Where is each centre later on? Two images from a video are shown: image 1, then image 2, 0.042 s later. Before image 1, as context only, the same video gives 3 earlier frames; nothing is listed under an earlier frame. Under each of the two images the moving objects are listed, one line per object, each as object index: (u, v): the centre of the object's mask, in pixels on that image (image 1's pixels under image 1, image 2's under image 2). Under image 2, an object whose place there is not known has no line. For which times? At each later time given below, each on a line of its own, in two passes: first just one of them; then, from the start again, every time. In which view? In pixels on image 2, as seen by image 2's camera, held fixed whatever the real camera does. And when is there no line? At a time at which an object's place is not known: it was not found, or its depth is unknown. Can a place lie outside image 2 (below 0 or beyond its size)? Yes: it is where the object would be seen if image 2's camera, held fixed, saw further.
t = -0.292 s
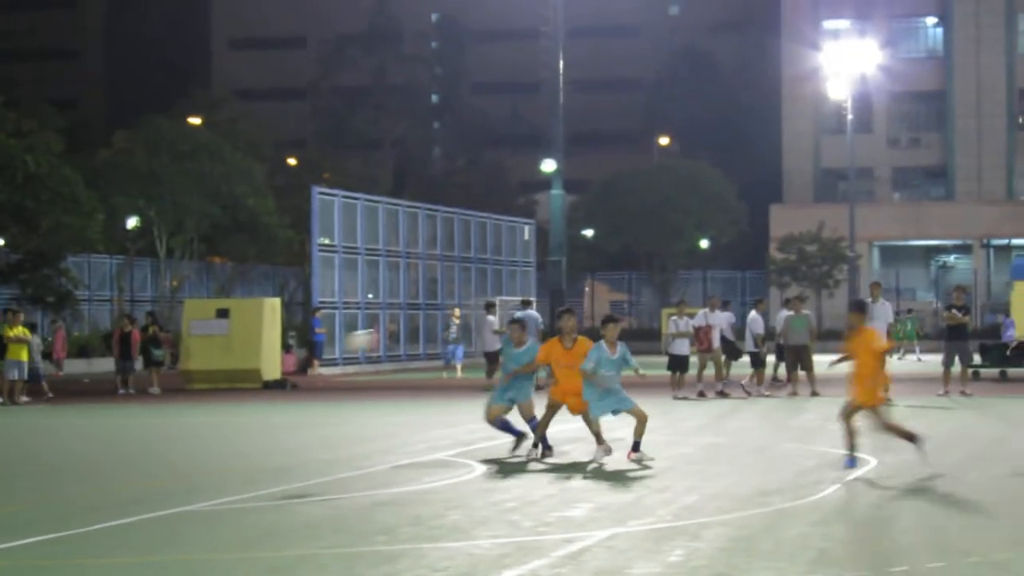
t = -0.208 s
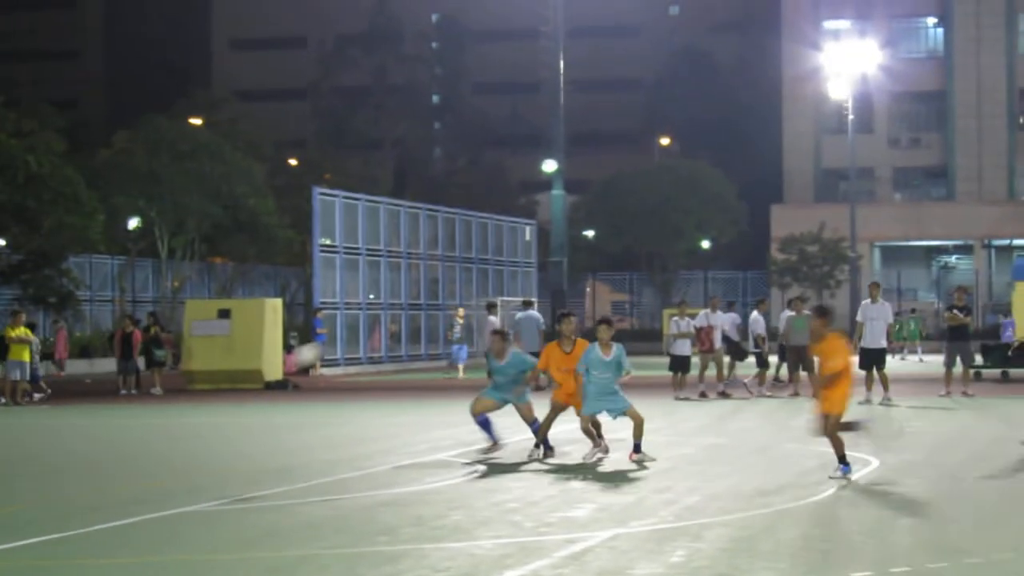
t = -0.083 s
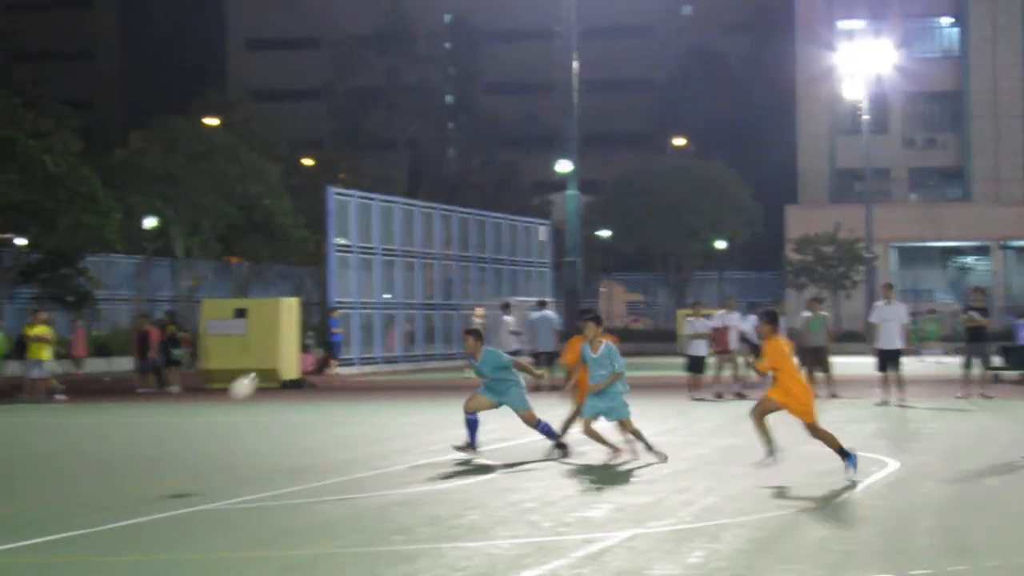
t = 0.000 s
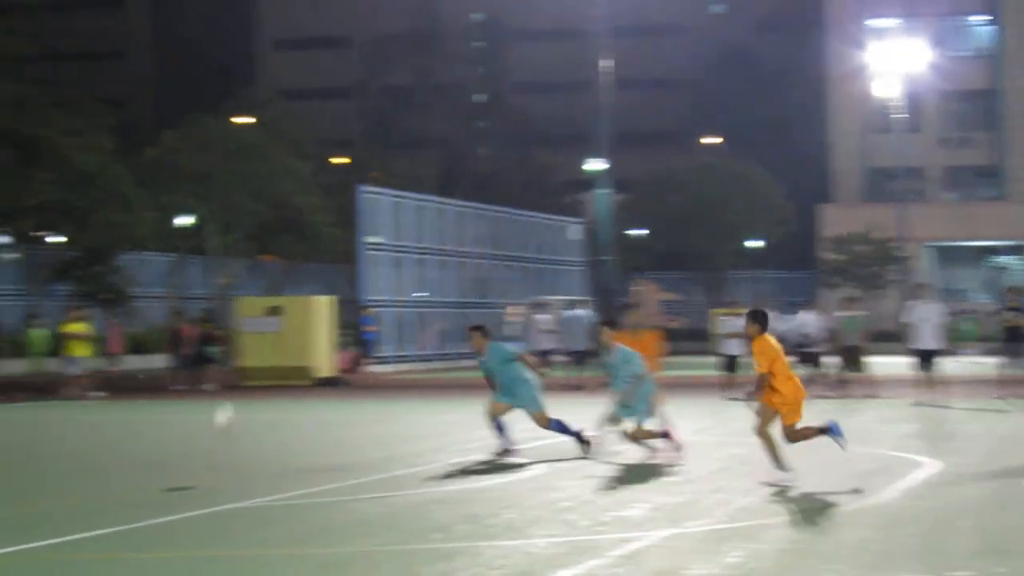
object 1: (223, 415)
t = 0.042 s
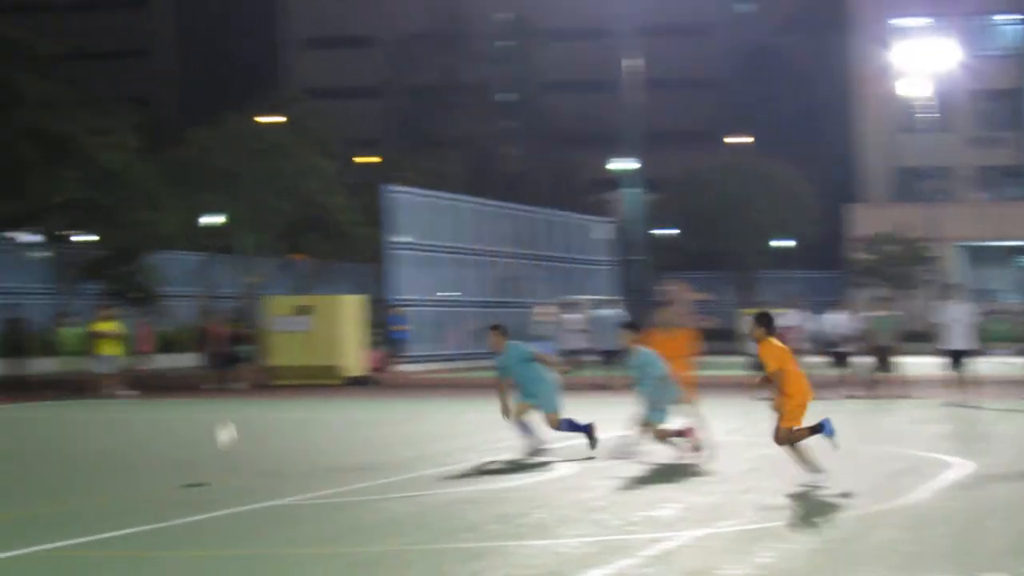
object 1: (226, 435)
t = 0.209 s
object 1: (124, 434)
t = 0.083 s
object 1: (197, 458)
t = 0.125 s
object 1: (171, 462)
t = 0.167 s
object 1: (147, 447)
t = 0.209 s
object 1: (124, 434)
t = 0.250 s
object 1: (100, 422)
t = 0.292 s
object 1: (76, 413)
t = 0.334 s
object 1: (51, 405)
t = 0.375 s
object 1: (25, 400)
